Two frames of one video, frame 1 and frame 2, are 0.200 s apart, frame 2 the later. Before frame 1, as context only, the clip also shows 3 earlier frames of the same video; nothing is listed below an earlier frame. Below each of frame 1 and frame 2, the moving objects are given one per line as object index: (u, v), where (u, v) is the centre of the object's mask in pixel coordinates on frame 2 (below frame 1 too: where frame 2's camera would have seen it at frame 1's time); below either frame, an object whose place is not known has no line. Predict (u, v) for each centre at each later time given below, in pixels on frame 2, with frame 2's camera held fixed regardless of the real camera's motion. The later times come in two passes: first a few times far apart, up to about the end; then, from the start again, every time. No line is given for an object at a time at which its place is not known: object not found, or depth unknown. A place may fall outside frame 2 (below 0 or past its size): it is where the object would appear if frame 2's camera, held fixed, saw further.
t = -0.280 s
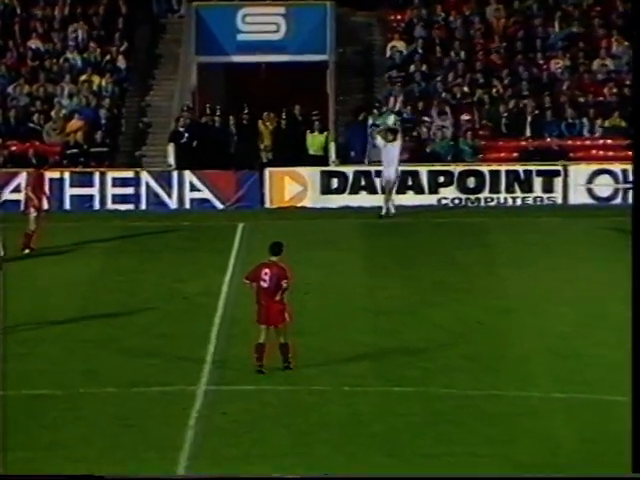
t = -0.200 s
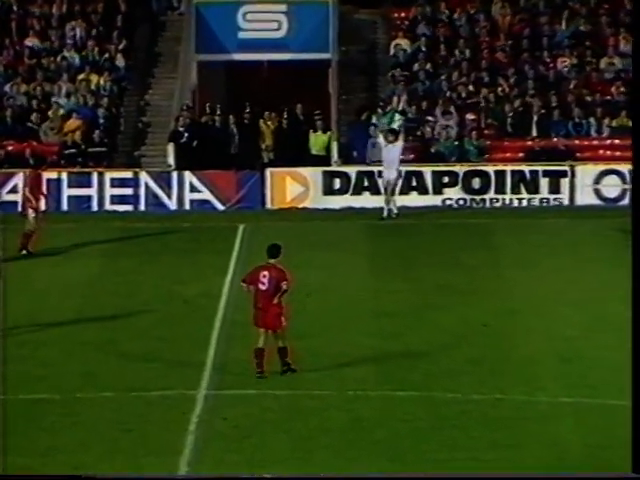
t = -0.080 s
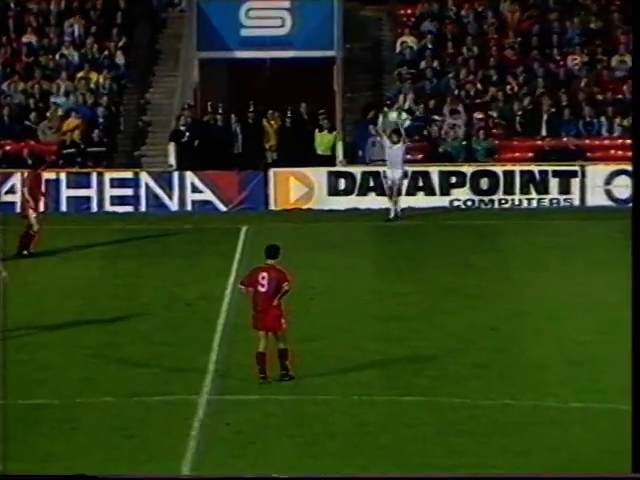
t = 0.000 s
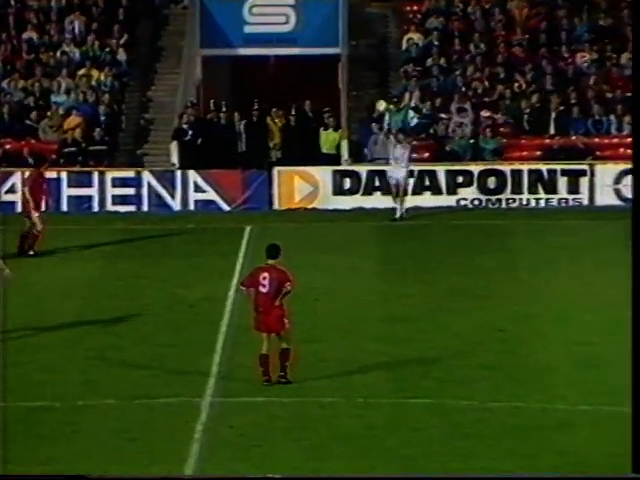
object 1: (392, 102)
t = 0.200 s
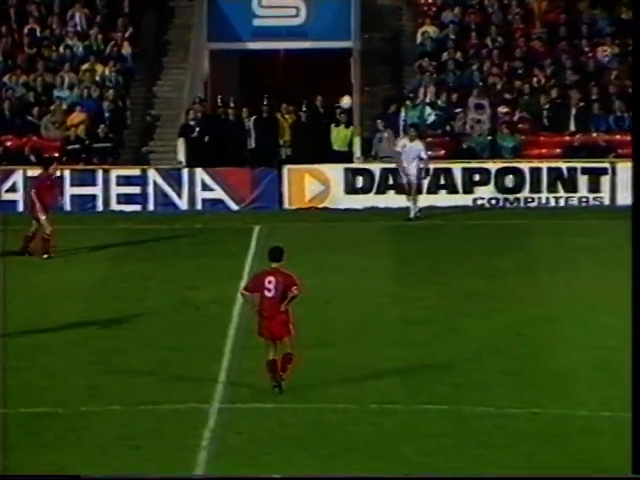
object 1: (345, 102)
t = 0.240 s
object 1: (336, 105)
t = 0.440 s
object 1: (283, 139)
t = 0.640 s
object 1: (224, 207)
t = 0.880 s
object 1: (161, 266)
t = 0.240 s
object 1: (336, 105)
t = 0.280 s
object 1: (325, 109)
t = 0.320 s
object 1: (315, 114)
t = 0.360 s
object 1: (304, 122)
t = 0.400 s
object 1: (294, 130)
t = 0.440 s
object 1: (283, 139)
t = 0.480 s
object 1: (271, 149)
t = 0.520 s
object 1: (260, 160)
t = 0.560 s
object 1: (249, 174)
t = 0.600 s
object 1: (237, 189)
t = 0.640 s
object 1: (224, 207)
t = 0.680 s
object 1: (214, 223)
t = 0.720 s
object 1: (203, 241)
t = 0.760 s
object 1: (192, 262)
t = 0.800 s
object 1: (180, 283)
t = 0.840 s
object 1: (170, 277)
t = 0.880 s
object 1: (161, 266)
